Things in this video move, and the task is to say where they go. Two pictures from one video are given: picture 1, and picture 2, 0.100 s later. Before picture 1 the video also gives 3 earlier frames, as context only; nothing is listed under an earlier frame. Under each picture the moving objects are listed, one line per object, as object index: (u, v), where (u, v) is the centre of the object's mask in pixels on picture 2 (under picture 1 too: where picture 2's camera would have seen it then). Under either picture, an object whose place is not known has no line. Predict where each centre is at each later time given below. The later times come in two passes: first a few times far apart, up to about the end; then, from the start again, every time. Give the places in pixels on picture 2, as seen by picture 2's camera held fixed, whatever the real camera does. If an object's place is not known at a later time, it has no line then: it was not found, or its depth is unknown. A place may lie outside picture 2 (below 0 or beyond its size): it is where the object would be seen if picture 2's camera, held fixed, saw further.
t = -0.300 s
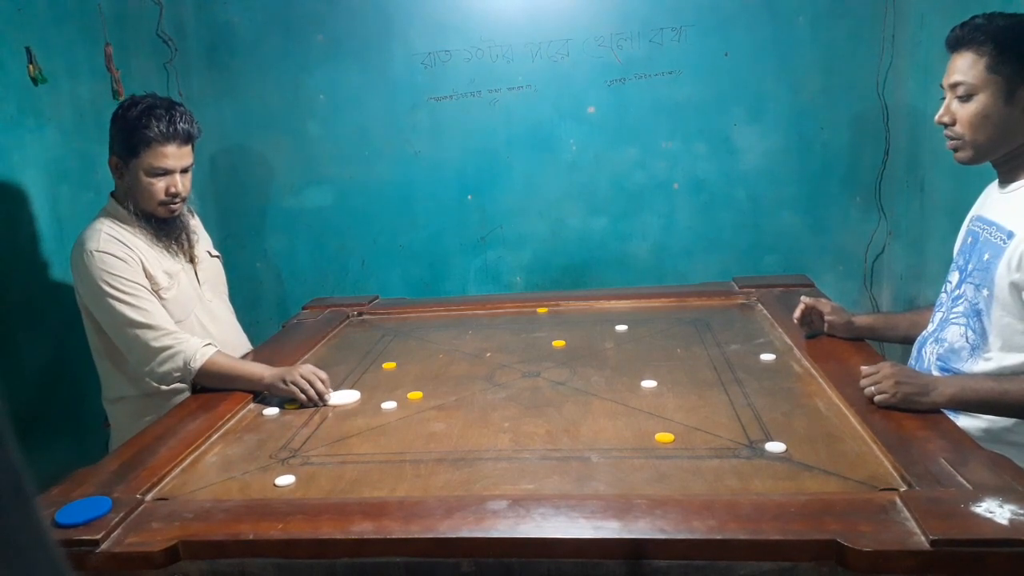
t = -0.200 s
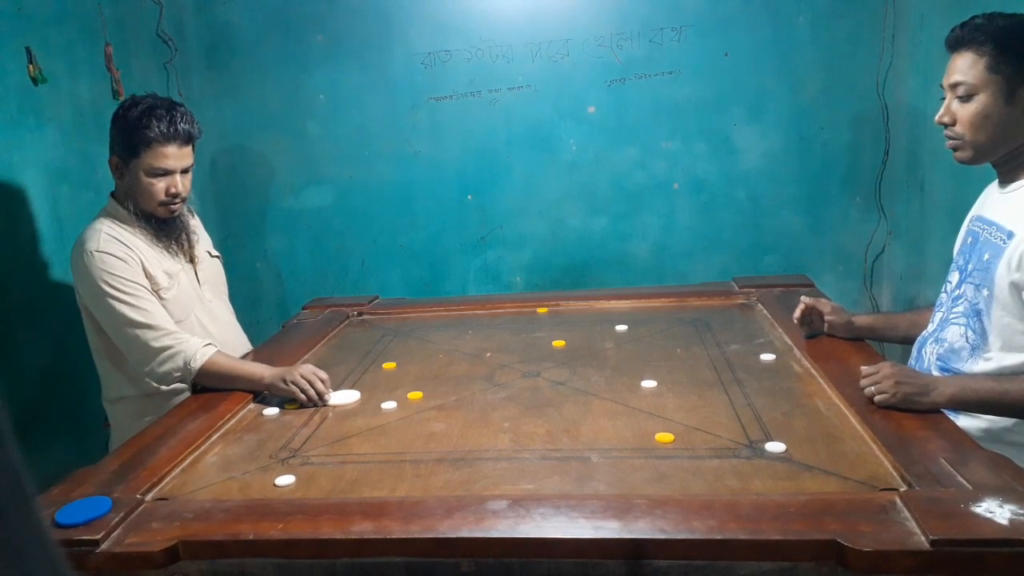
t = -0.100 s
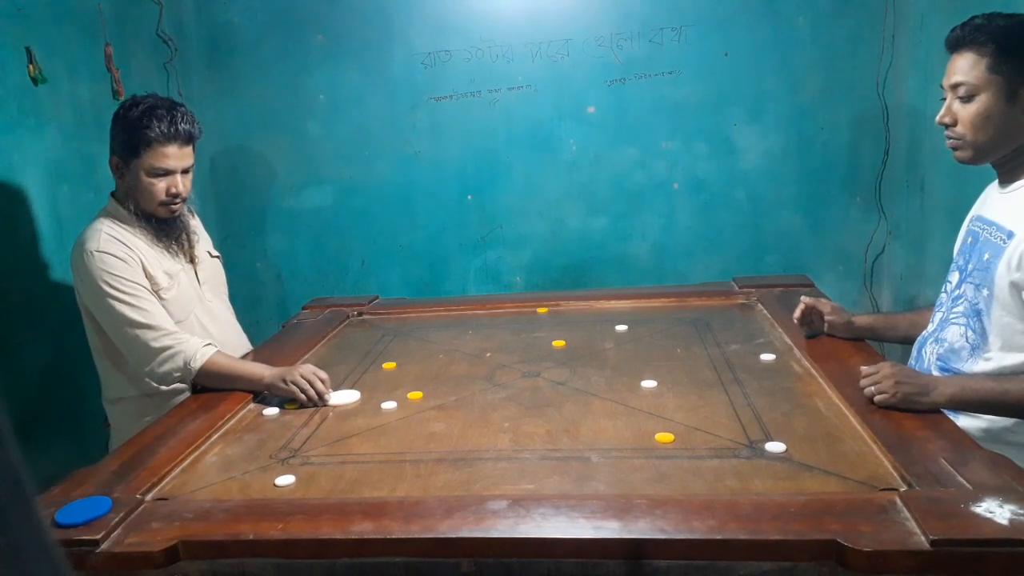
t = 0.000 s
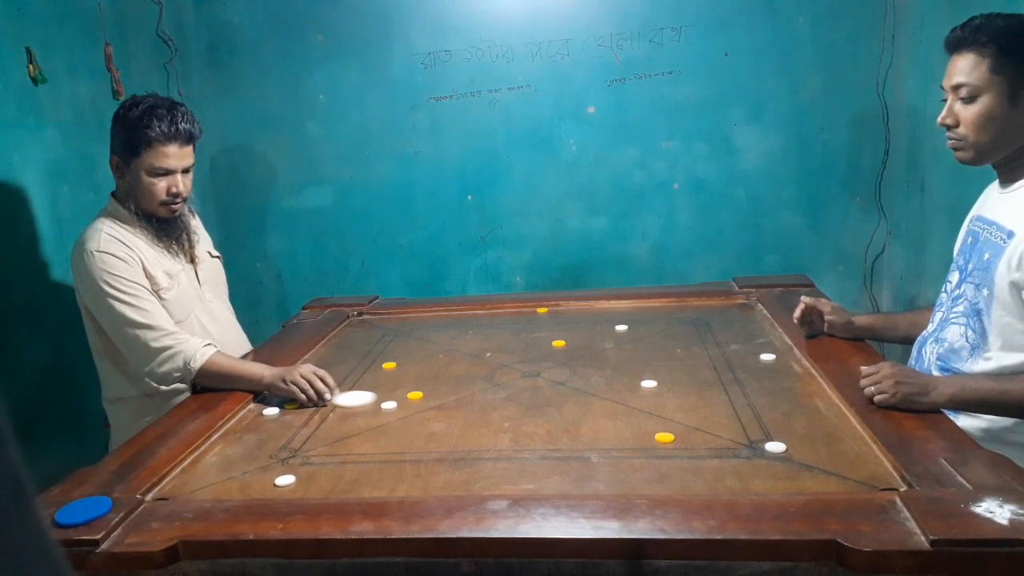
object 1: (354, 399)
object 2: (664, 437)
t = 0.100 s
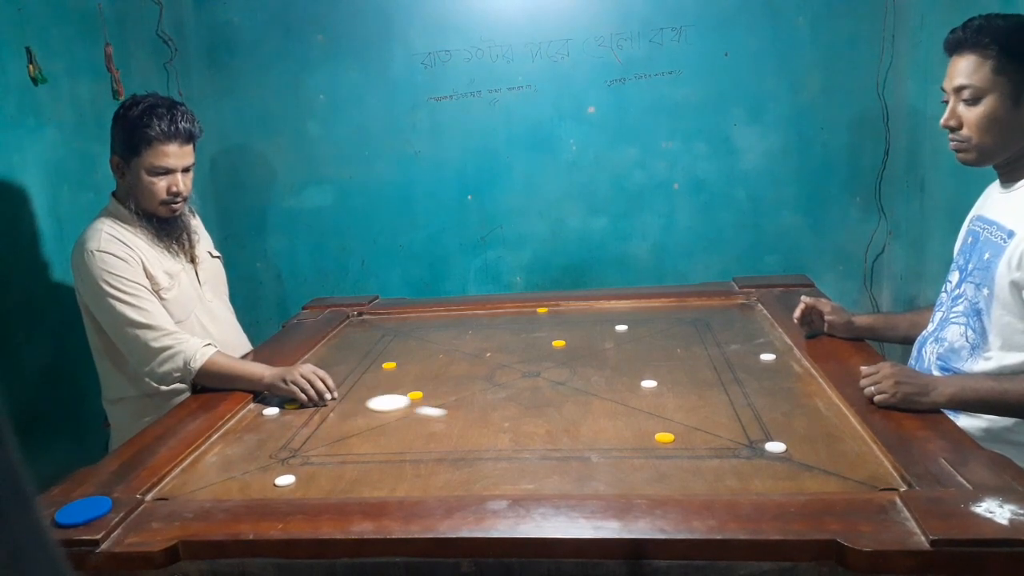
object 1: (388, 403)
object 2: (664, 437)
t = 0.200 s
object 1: (420, 407)
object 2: (664, 437)
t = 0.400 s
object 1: (482, 414)
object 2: (664, 437)
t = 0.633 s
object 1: (555, 422)
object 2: (664, 437)
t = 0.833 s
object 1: (616, 430)
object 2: (664, 437)
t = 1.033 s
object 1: (667, 436)
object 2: (741, 447)
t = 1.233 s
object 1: (710, 441)
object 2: (771, 463)
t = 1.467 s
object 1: (749, 445)
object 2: (789, 479)
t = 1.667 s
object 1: (765, 447)
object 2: (800, 487)
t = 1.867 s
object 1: (772, 448)
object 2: (807, 489)
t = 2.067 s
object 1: (775, 448)
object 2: (811, 490)
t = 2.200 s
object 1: (775, 448)
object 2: (811, 490)
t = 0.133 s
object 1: (399, 404)
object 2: (664, 437)
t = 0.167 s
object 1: (409, 405)
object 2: (664, 437)
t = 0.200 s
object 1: (420, 407)
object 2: (664, 437)
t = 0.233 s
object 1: (430, 408)
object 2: (664, 437)
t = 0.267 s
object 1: (441, 409)
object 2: (664, 437)
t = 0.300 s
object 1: (451, 410)
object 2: (664, 437)
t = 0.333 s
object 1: (461, 411)
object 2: (664, 437)
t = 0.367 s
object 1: (472, 413)
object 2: (664, 437)
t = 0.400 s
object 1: (482, 414)
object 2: (664, 437)
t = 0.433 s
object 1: (493, 415)
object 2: (664, 437)
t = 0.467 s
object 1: (503, 416)
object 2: (664, 437)
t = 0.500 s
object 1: (513, 418)
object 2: (664, 437)
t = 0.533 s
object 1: (524, 419)
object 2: (664, 437)
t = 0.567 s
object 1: (534, 420)
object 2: (664, 437)
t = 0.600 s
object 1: (544, 421)
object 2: (664, 437)
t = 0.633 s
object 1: (555, 422)
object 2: (664, 437)
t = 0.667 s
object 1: (565, 424)
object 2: (664, 437)
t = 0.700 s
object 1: (575, 425)
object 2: (664, 437)
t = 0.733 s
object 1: (586, 426)
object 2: (664, 437)
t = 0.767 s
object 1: (596, 428)
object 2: (664, 437)
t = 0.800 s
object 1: (606, 429)
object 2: (664, 437)
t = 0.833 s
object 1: (616, 430)
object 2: (664, 437)
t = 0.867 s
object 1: (626, 431)
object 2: (665, 437)
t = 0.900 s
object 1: (636, 432)
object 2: (671, 438)
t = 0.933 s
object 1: (644, 433)
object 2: (688, 440)
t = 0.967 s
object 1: (651, 434)
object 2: (705, 442)
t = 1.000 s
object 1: (659, 435)
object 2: (723, 445)
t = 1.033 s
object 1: (667, 436)
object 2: (741, 447)
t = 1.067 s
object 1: (674, 437)
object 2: (756, 450)
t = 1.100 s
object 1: (681, 437)
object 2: (760, 452)
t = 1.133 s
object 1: (688, 438)
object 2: (762, 455)
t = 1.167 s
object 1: (696, 439)
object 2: (765, 458)
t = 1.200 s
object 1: (703, 440)
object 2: (768, 460)
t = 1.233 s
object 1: (710, 441)
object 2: (771, 463)
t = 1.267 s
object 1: (716, 441)
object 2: (774, 465)
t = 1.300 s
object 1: (722, 442)
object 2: (776, 468)
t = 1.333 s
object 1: (728, 442)
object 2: (779, 470)
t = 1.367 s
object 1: (734, 443)
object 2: (782, 472)
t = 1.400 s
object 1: (739, 444)
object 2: (784, 474)
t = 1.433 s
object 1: (744, 444)
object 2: (787, 477)
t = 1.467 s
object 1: (749, 445)
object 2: (789, 479)
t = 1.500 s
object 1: (754, 445)
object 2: (791, 481)
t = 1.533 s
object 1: (758, 446)
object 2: (793, 482)
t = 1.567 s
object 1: (760, 446)
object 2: (795, 484)
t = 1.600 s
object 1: (762, 447)
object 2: (797, 485)
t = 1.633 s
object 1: (764, 447)
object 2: (799, 486)
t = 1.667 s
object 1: (765, 447)
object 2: (800, 487)
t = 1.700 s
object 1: (767, 448)
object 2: (802, 487)
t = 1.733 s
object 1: (768, 448)
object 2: (803, 488)
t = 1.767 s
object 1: (769, 448)
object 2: (804, 488)
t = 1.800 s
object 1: (771, 448)
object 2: (805, 488)
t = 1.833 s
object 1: (772, 448)
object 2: (806, 489)
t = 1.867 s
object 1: (772, 448)
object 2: (807, 489)
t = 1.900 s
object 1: (773, 448)
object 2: (808, 489)
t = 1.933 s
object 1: (774, 448)
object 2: (809, 490)
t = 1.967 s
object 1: (774, 448)
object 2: (809, 490)
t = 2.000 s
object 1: (775, 448)
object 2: (810, 490)
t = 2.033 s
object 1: (775, 448)
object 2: (811, 490)
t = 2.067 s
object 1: (775, 448)
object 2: (811, 490)
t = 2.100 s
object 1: (776, 448)
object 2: (811, 490)
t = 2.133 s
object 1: (776, 448)
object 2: (811, 490)
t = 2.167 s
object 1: (775, 448)
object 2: (811, 490)
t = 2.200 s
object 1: (775, 448)
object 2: (811, 490)
